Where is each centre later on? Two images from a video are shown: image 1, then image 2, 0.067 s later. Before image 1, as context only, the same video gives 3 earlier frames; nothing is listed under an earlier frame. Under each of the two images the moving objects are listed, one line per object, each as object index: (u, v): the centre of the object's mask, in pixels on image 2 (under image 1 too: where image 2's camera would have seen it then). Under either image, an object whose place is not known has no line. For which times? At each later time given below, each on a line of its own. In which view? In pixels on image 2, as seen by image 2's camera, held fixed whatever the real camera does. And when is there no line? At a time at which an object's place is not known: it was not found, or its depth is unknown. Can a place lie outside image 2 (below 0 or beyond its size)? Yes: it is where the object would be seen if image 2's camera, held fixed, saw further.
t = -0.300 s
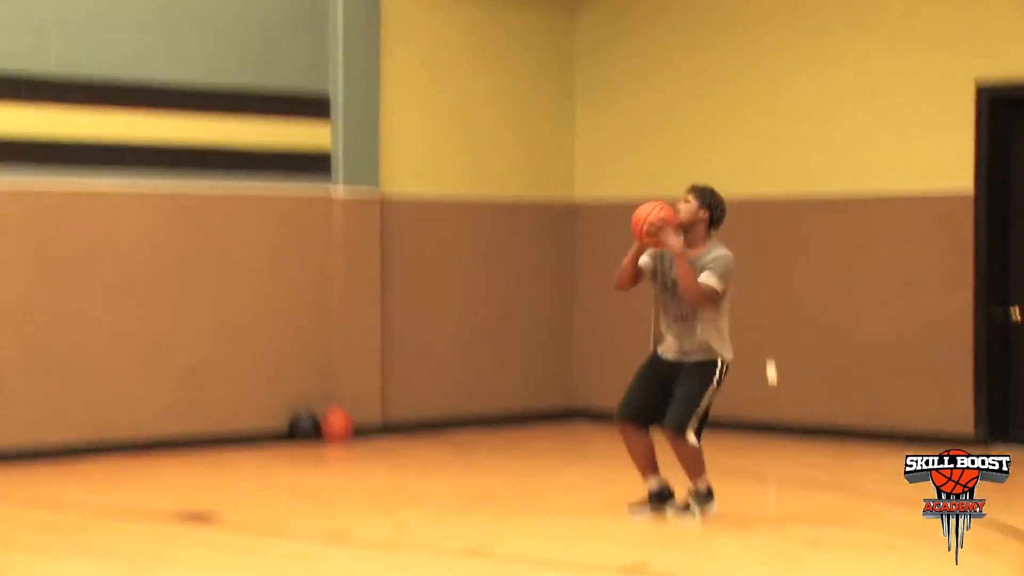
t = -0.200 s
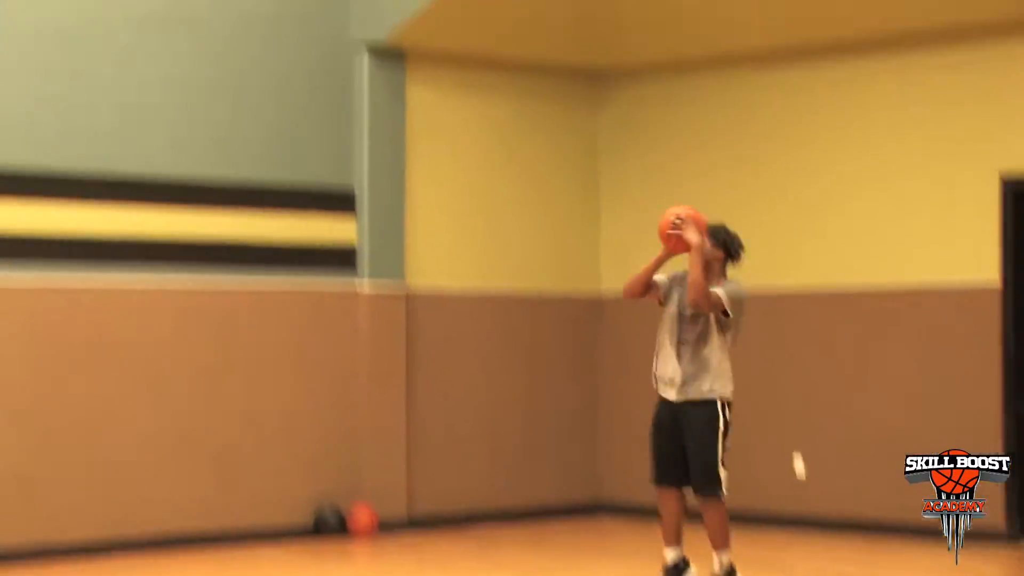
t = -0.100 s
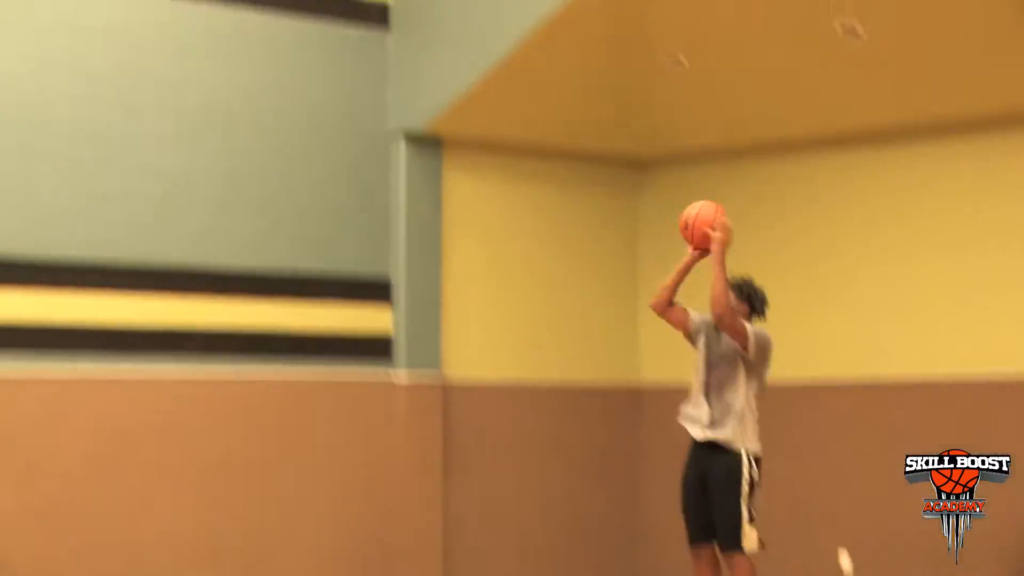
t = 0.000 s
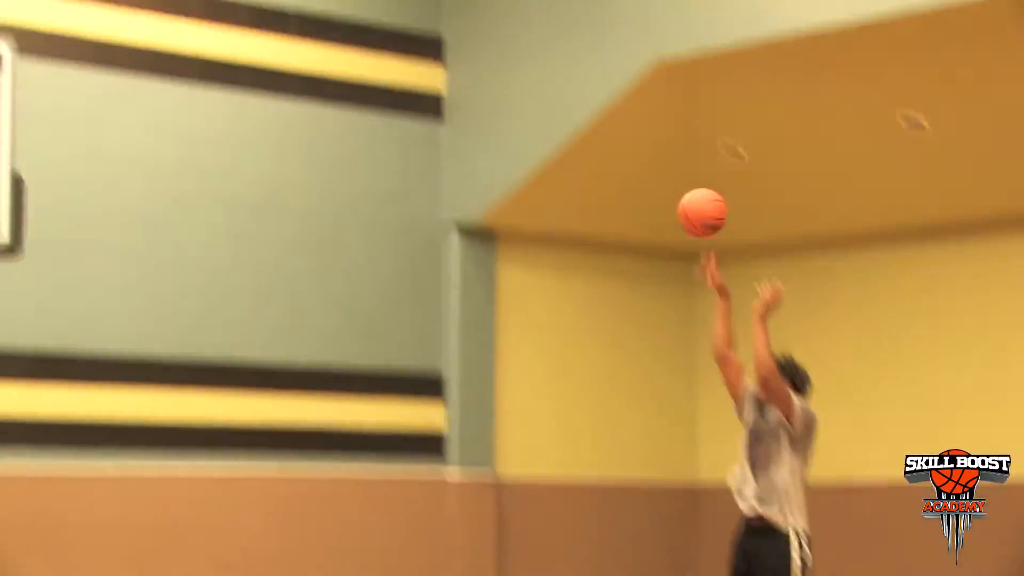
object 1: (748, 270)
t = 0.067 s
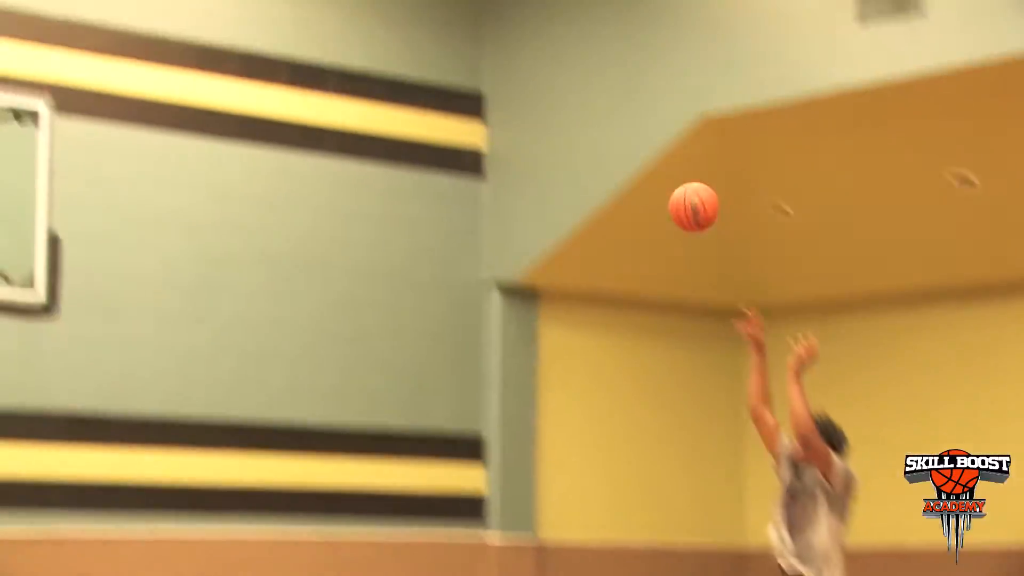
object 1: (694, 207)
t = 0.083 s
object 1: (680, 192)
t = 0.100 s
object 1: (667, 178)
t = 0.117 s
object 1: (655, 165)
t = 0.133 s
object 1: (642, 152)
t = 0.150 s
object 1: (629, 139)
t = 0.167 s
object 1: (616, 128)
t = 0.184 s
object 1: (604, 116)
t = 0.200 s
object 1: (591, 105)
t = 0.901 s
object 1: (34, 147)
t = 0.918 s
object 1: (19, 159)
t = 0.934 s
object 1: (6, 172)
